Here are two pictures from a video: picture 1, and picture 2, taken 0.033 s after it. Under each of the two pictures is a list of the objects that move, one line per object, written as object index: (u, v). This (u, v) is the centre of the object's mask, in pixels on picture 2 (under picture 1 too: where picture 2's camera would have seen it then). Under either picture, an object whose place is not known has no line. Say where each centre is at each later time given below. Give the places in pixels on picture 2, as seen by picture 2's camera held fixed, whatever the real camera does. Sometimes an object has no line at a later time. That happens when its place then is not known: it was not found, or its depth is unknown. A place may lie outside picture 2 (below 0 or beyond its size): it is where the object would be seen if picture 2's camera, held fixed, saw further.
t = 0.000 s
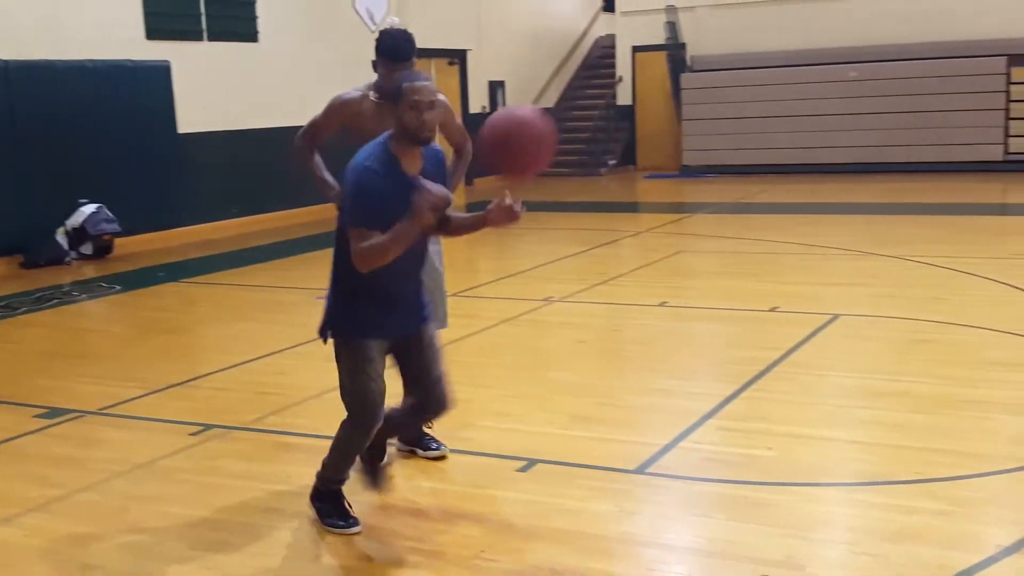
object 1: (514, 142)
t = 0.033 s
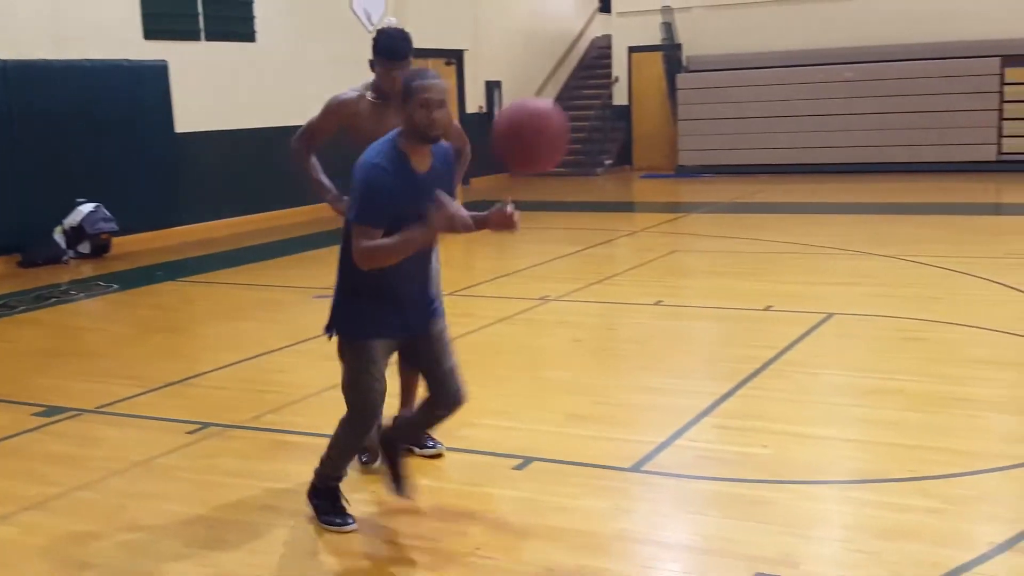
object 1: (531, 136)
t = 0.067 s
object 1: (547, 133)
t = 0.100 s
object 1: (563, 133)
